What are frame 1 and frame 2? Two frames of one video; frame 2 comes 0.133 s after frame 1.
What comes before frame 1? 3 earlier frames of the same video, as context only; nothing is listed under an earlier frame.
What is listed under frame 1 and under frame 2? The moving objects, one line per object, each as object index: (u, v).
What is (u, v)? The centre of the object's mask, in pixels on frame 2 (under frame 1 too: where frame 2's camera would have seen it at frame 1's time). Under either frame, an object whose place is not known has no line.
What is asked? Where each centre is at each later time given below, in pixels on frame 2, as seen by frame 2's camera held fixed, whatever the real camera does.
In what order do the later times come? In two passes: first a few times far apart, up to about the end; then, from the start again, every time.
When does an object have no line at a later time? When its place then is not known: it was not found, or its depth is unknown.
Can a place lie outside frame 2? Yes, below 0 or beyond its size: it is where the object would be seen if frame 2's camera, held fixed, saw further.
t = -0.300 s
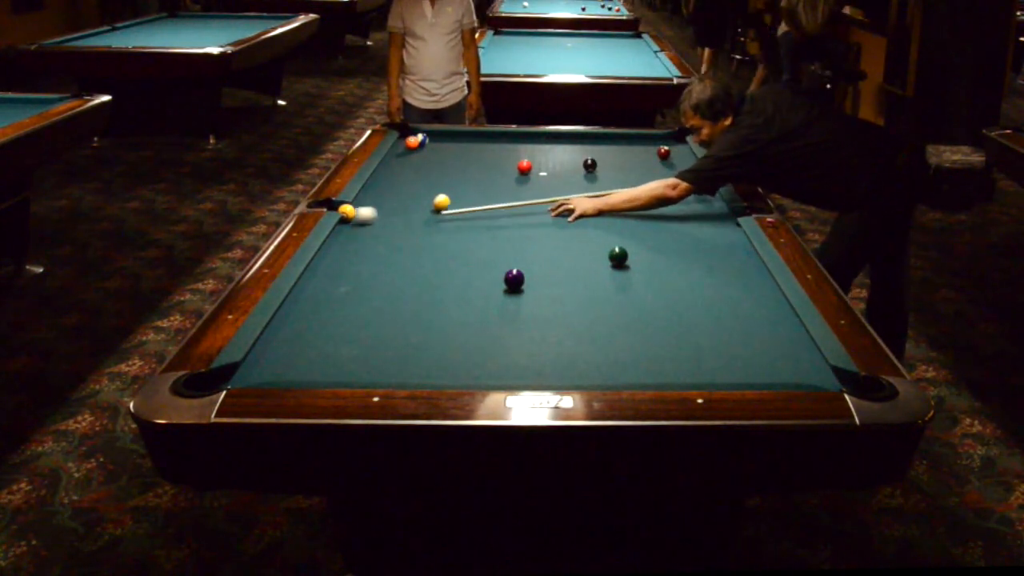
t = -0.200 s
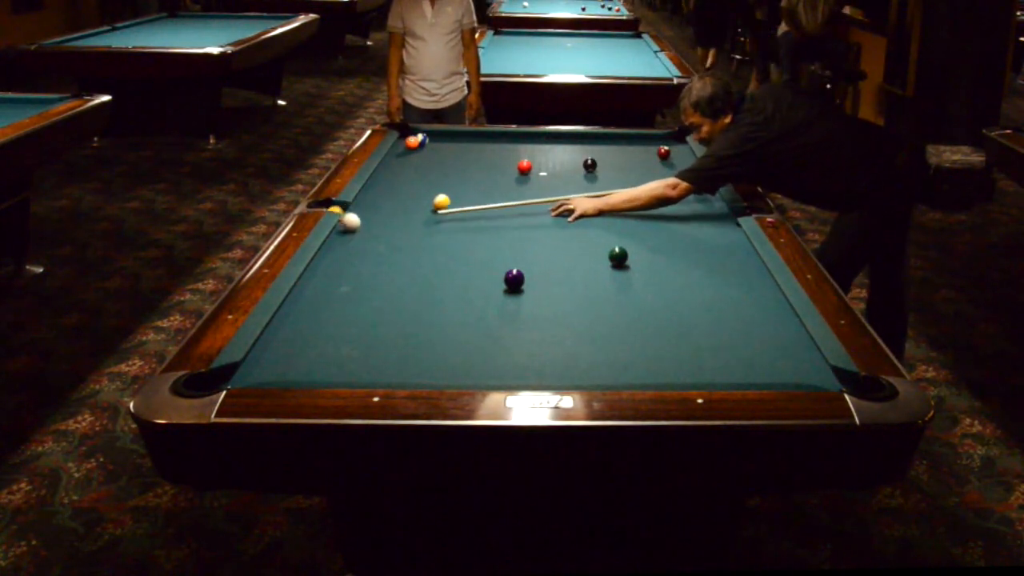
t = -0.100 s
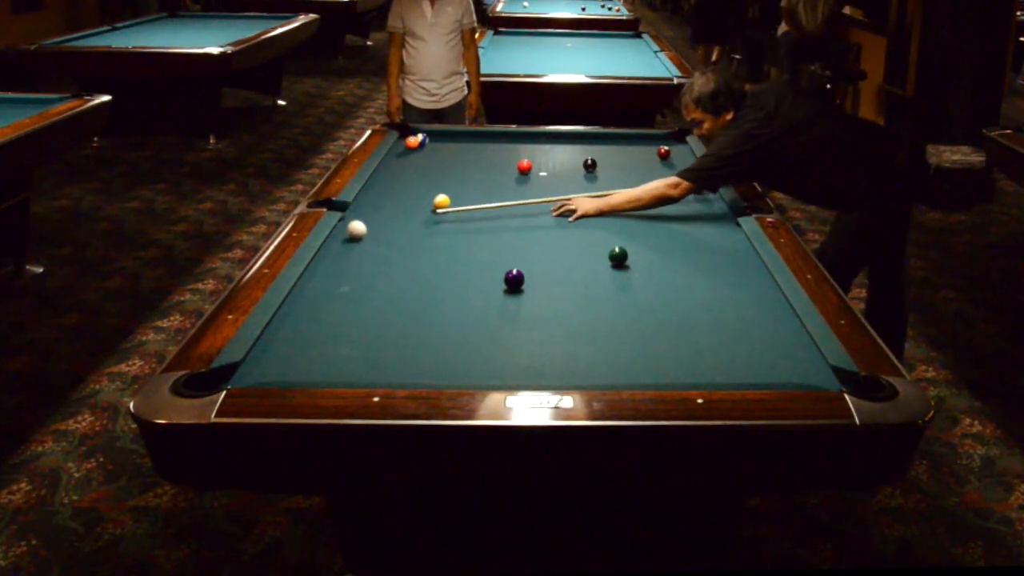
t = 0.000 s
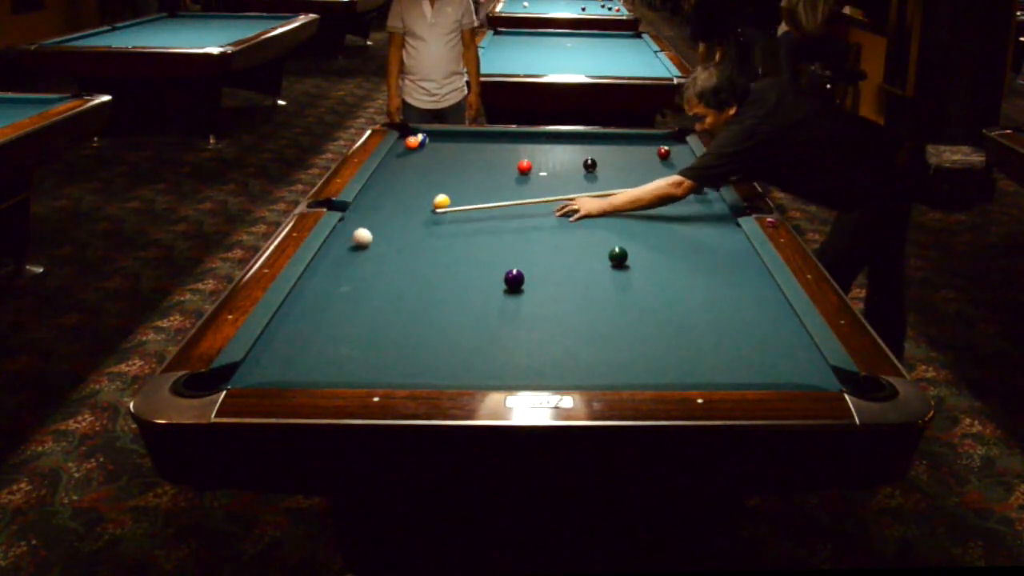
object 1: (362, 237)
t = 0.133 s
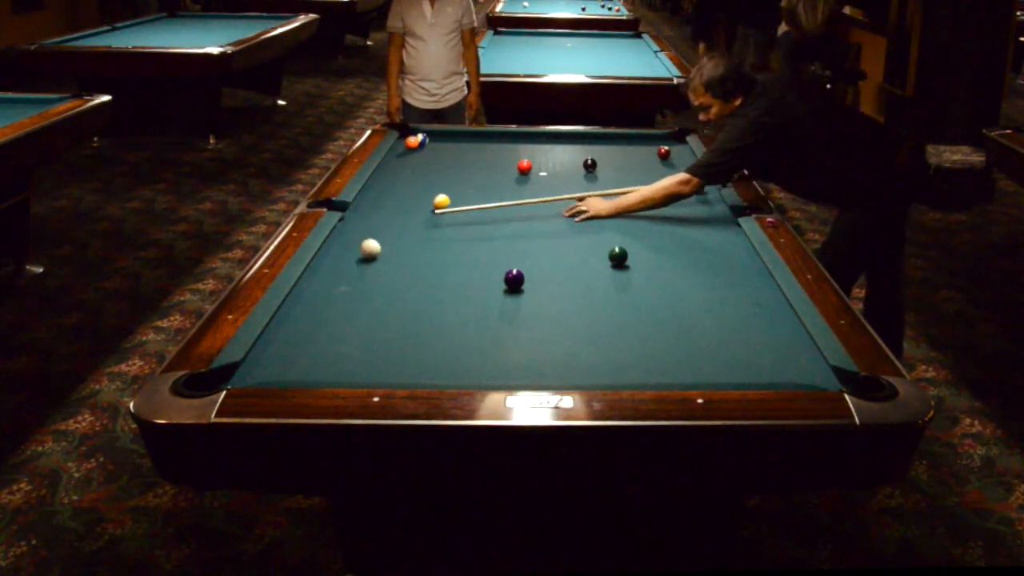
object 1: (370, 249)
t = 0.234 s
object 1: (377, 258)
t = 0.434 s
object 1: (390, 276)
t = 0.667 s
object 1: (408, 300)
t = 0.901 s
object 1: (428, 326)
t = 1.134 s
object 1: (450, 355)
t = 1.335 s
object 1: (472, 373)
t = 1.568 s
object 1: (509, 358)
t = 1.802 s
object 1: (542, 341)
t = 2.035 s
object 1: (571, 327)
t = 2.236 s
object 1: (594, 315)
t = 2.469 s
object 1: (617, 303)
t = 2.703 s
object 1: (638, 292)
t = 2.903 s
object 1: (654, 284)
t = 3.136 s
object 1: (671, 275)
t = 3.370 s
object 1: (686, 268)
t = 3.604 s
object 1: (700, 260)
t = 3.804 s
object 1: (711, 255)
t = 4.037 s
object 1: (722, 249)
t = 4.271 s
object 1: (732, 244)
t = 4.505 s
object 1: (739, 240)
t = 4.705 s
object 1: (733, 238)
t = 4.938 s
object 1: (727, 235)
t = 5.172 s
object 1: (722, 233)
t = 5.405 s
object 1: (718, 232)
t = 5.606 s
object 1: (716, 231)
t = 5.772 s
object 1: (714, 231)
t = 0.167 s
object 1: (372, 252)
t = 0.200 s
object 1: (375, 255)
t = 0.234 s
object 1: (377, 258)
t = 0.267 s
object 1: (379, 260)
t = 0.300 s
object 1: (381, 263)
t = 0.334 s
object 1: (383, 267)
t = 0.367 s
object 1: (386, 270)
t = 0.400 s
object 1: (388, 273)
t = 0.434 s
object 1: (390, 276)
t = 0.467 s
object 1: (393, 279)
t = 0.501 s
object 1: (395, 282)
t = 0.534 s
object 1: (398, 286)
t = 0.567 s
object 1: (401, 289)
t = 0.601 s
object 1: (403, 293)
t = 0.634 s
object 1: (406, 296)
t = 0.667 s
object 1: (408, 300)
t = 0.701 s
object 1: (411, 304)
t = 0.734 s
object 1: (414, 307)
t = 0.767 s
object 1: (417, 311)
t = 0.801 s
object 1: (419, 315)
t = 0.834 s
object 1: (422, 318)
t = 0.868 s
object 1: (425, 322)
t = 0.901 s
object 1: (428, 326)
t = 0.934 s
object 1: (431, 330)
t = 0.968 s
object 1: (434, 334)
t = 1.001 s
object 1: (437, 338)
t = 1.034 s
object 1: (440, 342)
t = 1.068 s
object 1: (443, 346)
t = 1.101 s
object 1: (447, 350)
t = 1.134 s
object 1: (450, 355)
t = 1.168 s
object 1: (453, 360)
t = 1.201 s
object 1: (457, 363)
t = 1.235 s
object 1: (460, 367)
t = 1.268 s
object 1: (464, 370)
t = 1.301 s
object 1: (466, 373)
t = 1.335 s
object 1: (472, 373)
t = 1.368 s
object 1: (477, 371)
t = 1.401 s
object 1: (483, 370)
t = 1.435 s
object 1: (489, 368)
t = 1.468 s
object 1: (494, 366)
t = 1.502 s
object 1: (499, 364)
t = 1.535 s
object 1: (505, 361)
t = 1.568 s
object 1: (509, 358)
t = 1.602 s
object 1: (514, 356)
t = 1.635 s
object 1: (519, 354)
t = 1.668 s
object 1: (524, 351)
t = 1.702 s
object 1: (529, 348)
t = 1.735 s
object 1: (533, 346)
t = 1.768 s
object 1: (537, 343)
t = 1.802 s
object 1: (542, 341)
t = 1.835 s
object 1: (546, 339)
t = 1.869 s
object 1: (551, 337)
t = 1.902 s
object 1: (555, 335)
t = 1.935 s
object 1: (559, 333)
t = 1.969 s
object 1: (563, 331)
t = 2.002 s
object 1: (567, 329)
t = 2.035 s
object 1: (571, 327)
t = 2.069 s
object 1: (575, 325)
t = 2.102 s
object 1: (579, 323)
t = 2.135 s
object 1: (582, 321)
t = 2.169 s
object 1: (586, 319)
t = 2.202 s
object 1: (590, 317)
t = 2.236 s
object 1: (594, 315)
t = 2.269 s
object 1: (597, 314)
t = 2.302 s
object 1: (600, 312)
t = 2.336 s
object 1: (604, 310)
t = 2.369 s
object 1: (608, 308)
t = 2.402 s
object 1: (610, 306)
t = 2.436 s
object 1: (614, 305)
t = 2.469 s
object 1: (617, 303)
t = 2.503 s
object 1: (620, 301)
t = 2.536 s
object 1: (623, 300)
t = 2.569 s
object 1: (626, 298)
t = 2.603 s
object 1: (629, 297)
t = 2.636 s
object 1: (632, 295)
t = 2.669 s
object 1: (635, 294)
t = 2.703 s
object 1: (638, 292)
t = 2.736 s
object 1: (641, 291)
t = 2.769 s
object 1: (644, 289)
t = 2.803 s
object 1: (646, 288)
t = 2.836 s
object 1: (649, 287)
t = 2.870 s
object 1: (652, 285)
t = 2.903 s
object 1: (654, 284)
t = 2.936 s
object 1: (657, 283)
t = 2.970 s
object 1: (659, 281)
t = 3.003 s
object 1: (662, 280)
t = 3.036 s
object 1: (664, 279)
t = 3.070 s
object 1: (666, 277)
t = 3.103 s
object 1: (669, 276)
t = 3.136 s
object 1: (671, 275)
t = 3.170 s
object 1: (674, 274)
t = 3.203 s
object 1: (676, 273)
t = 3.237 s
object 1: (678, 272)
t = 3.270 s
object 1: (680, 270)
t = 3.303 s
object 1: (682, 269)
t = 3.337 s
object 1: (684, 268)
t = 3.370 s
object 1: (686, 268)
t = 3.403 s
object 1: (689, 266)
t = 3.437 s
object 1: (691, 265)
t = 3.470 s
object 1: (693, 264)
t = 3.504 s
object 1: (695, 263)
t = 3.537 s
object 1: (697, 262)
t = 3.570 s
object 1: (698, 261)
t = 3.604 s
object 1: (700, 260)
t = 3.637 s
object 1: (702, 259)
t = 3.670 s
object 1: (704, 258)
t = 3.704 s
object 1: (706, 257)
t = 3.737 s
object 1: (708, 257)
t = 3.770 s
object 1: (710, 256)
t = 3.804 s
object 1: (711, 255)
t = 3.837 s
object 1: (713, 254)
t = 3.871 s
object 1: (715, 253)
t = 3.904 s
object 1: (716, 252)
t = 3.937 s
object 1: (718, 251)
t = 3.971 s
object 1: (719, 250)
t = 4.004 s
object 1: (721, 250)
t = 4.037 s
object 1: (722, 249)
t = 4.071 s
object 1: (724, 249)
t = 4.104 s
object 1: (725, 248)
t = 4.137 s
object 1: (727, 247)
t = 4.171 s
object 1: (728, 246)
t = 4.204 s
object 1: (730, 245)
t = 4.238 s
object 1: (731, 245)
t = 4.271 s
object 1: (732, 244)
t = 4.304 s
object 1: (733, 244)
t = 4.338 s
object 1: (735, 243)
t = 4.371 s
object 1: (736, 242)
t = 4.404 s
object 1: (737, 242)
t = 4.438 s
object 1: (739, 241)
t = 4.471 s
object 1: (739, 240)
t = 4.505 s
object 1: (739, 240)
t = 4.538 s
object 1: (738, 239)
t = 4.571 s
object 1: (737, 239)
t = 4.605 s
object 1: (736, 239)
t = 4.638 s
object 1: (735, 238)
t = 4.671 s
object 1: (734, 238)
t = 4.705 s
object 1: (733, 238)
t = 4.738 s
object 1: (732, 237)
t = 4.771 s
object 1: (732, 237)
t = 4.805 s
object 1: (731, 236)
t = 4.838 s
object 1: (730, 236)
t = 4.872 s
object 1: (729, 236)
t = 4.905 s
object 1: (728, 235)
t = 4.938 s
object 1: (727, 235)
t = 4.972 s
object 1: (727, 235)
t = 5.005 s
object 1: (726, 235)
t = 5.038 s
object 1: (725, 234)
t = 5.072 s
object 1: (725, 234)
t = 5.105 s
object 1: (723, 234)
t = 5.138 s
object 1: (723, 234)
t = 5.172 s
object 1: (722, 233)
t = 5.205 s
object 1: (722, 233)
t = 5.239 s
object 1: (721, 233)
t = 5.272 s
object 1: (721, 233)
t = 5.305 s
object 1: (720, 233)
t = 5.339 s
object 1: (719, 232)
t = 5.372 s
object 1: (719, 232)
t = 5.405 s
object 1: (718, 232)
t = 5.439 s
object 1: (718, 232)
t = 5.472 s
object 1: (717, 232)
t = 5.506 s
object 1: (717, 232)
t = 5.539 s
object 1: (716, 231)
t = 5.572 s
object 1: (716, 231)
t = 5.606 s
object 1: (716, 231)
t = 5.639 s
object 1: (715, 231)
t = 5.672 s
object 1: (715, 231)
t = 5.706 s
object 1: (714, 231)
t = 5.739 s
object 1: (714, 231)
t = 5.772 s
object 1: (714, 231)
